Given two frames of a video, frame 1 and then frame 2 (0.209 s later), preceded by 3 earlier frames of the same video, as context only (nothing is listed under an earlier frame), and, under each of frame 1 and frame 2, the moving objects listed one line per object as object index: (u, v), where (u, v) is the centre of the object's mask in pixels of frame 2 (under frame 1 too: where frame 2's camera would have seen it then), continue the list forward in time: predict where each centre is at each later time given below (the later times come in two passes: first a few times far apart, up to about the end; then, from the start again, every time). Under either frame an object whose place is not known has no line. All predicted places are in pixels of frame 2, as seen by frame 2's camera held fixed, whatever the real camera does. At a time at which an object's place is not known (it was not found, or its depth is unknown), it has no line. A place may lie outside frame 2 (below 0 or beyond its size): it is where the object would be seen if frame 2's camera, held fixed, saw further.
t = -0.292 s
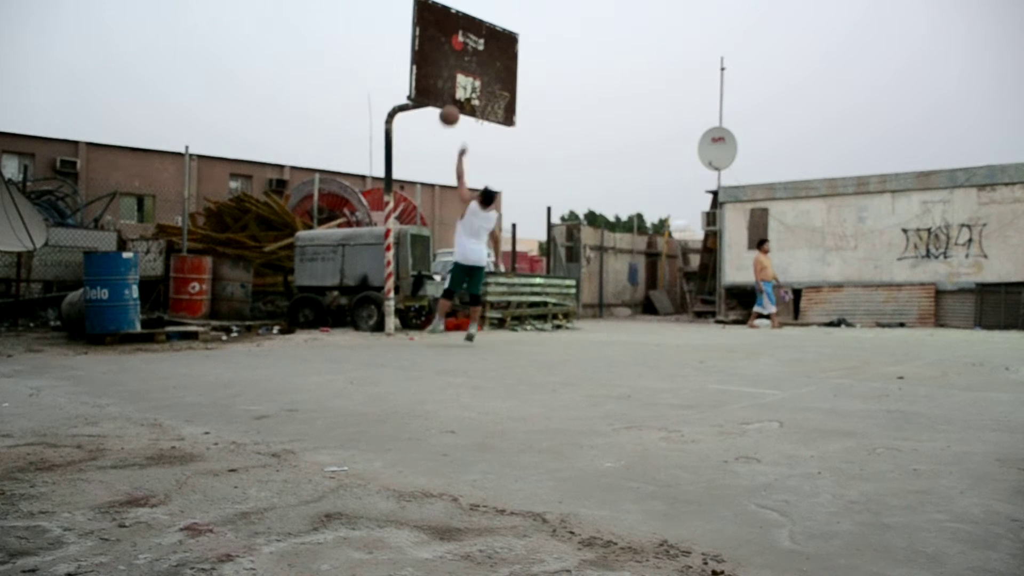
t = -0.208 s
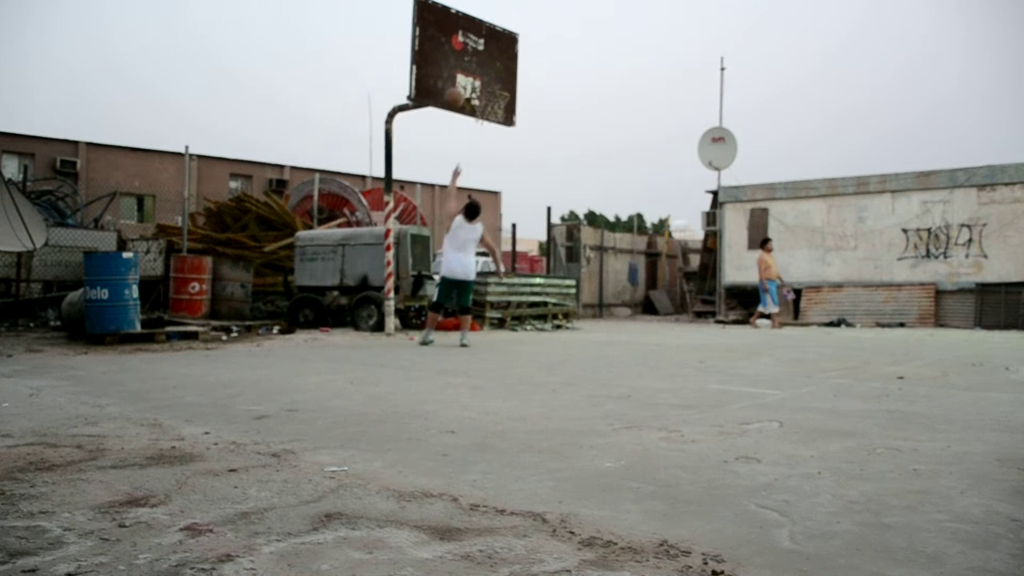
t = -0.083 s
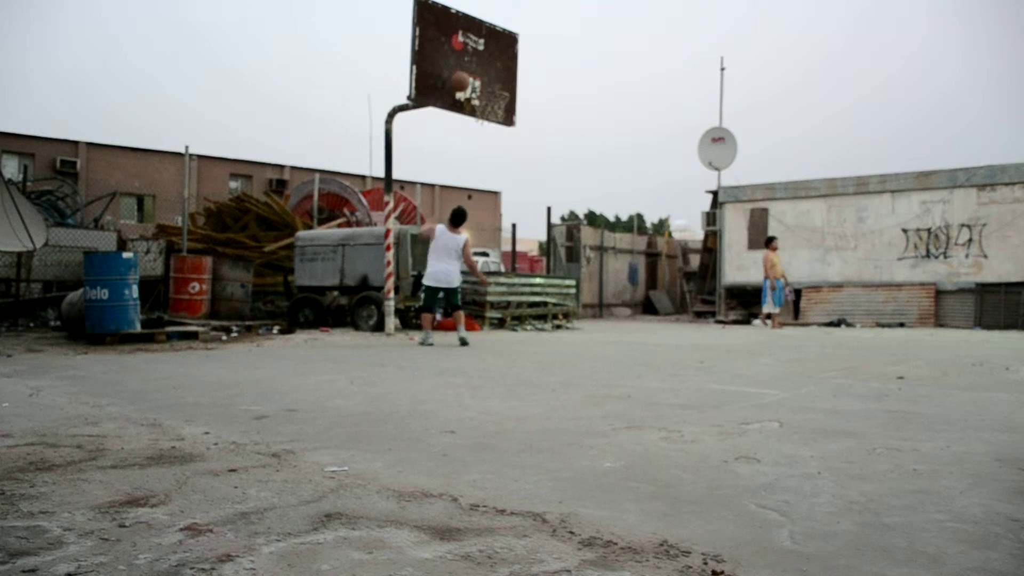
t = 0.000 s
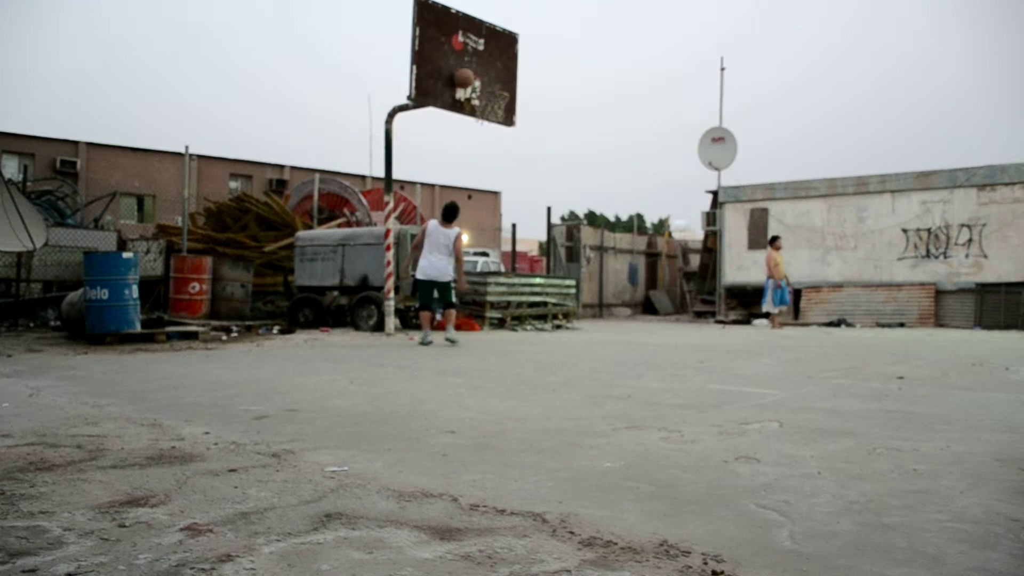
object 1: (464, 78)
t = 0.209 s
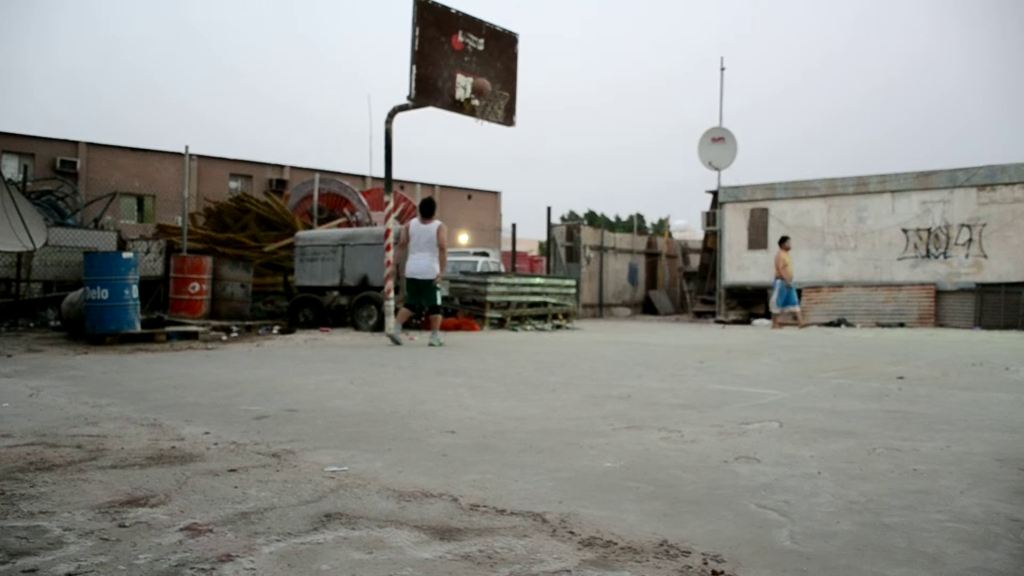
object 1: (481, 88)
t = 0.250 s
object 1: (484, 94)
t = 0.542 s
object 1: (505, 175)
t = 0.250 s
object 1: (484, 94)
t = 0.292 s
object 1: (487, 102)
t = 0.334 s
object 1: (490, 110)
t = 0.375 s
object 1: (493, 119)
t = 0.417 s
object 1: (497, 131)
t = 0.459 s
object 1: (499, 145)
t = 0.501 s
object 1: (502, 159)
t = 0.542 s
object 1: (505, 175)
